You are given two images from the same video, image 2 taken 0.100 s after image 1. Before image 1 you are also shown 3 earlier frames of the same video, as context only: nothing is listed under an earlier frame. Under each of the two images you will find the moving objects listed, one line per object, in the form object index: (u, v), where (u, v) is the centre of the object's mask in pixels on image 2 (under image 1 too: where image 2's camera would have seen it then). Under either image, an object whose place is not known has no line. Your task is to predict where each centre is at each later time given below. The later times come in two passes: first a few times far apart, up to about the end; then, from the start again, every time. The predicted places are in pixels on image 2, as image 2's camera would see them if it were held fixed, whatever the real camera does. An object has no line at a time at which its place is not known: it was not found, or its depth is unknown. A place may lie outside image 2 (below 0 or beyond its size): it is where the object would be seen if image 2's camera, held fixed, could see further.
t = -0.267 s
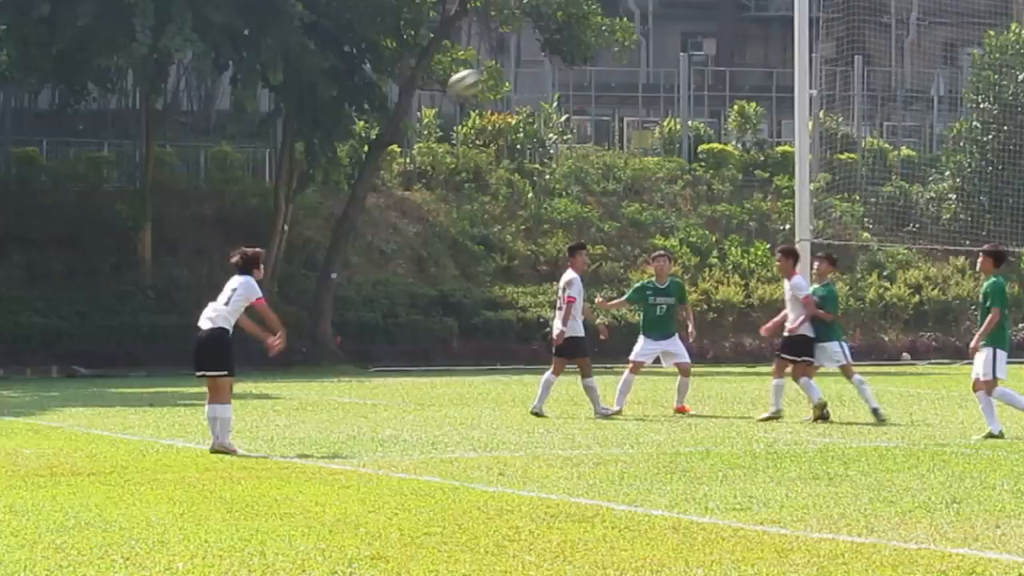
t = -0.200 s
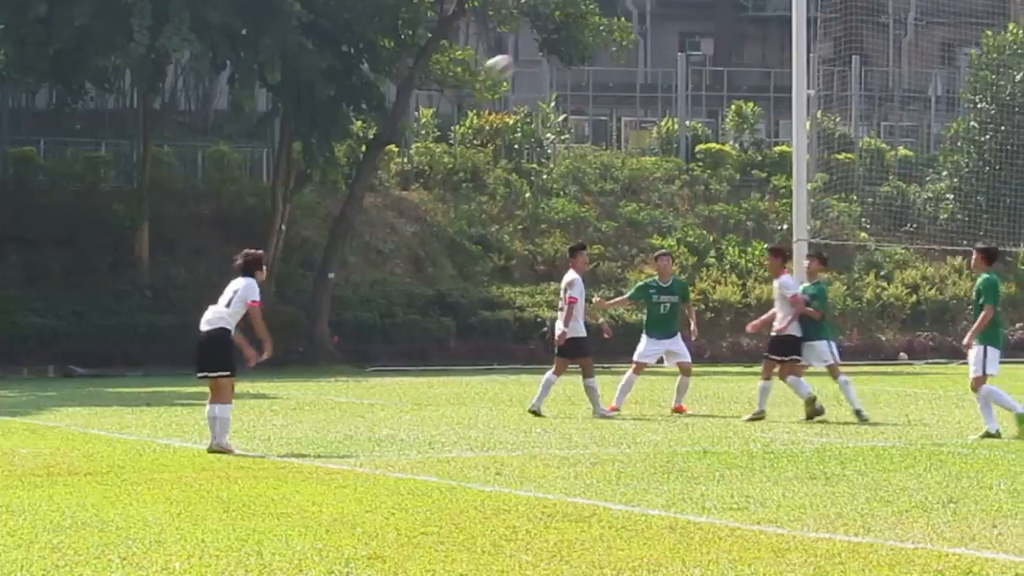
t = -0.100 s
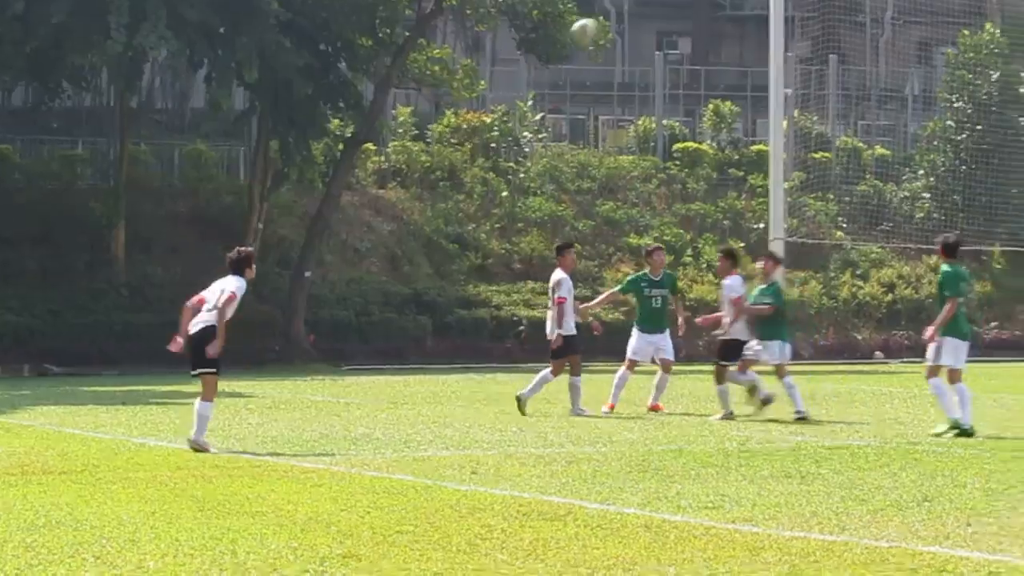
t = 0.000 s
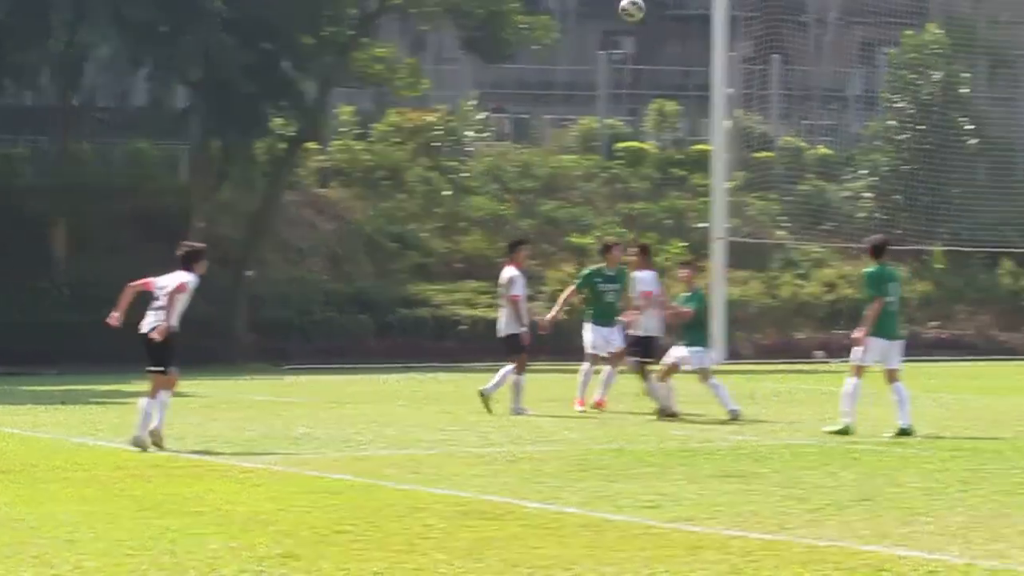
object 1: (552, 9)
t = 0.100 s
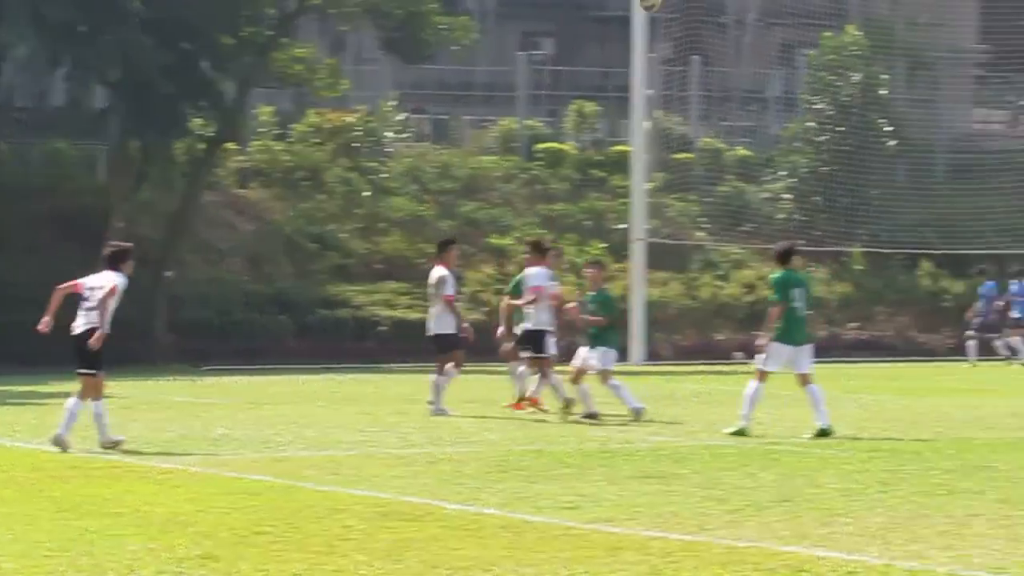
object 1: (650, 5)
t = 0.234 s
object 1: (775, 4)
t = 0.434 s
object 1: (950, 30)
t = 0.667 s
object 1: (1145, 111)
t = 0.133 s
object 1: (683, 3)
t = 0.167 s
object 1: (714, 4)
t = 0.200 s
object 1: (745, 4)
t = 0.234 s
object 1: (775, 4)
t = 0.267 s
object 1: (805, 5)
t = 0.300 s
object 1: (835, 6)
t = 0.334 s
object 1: (864, 10)
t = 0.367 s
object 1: (893, 17)
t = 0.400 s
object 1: (921, 22)
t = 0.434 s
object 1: (950, 30)
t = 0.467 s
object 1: (978, 38)
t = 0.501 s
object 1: (1007, 49)
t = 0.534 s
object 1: (1035, 58)
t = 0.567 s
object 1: (1063, 70)
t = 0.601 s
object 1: (1091, 81)
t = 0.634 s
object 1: (1118, 95)
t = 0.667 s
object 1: (1145, 111)
